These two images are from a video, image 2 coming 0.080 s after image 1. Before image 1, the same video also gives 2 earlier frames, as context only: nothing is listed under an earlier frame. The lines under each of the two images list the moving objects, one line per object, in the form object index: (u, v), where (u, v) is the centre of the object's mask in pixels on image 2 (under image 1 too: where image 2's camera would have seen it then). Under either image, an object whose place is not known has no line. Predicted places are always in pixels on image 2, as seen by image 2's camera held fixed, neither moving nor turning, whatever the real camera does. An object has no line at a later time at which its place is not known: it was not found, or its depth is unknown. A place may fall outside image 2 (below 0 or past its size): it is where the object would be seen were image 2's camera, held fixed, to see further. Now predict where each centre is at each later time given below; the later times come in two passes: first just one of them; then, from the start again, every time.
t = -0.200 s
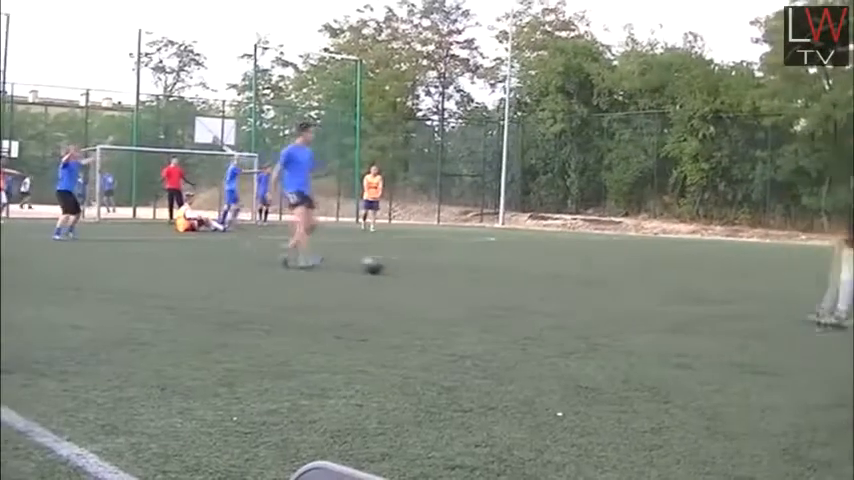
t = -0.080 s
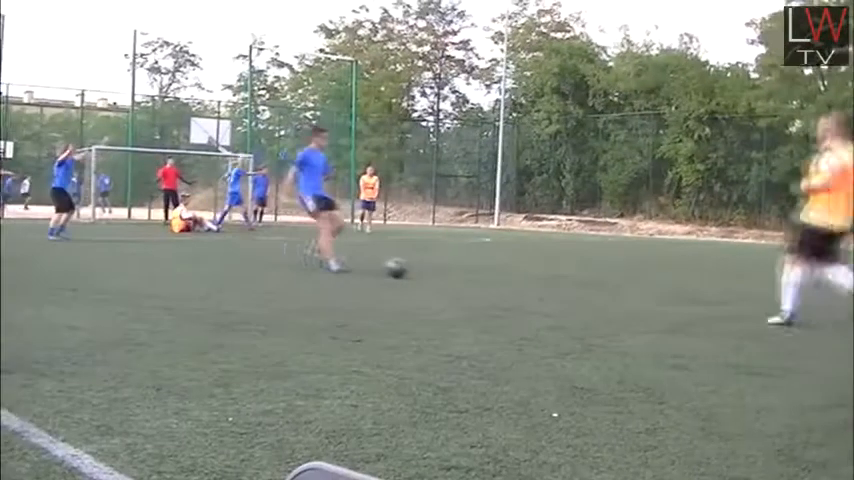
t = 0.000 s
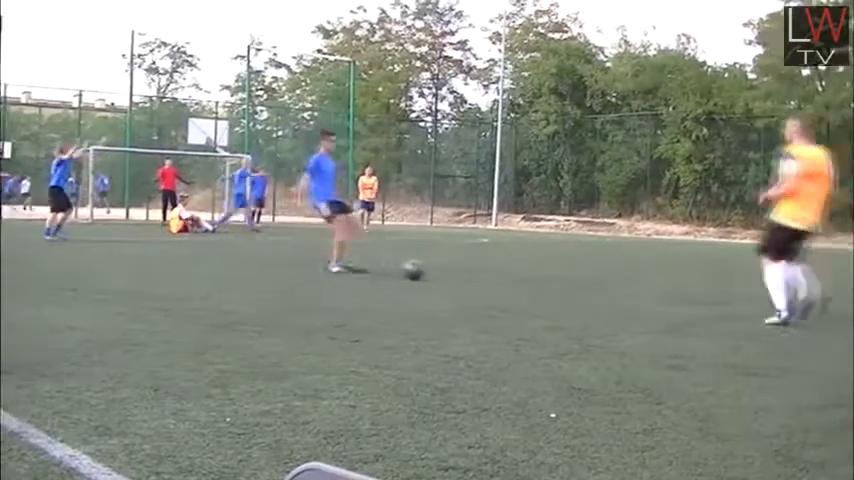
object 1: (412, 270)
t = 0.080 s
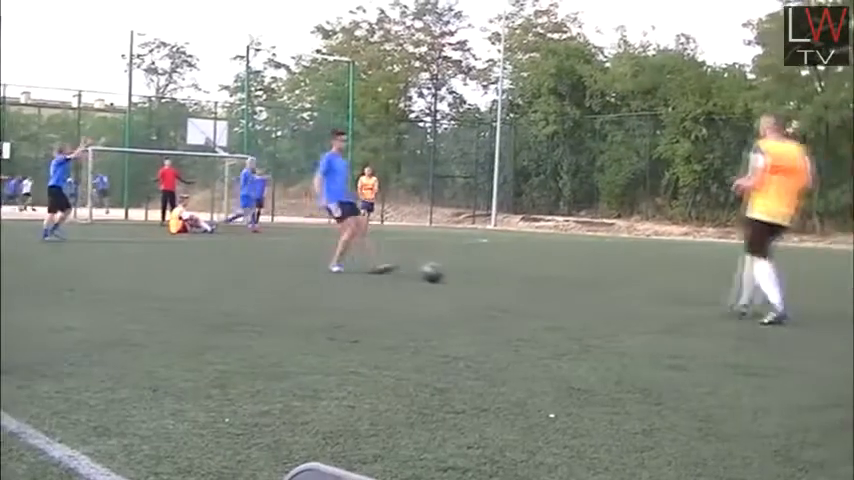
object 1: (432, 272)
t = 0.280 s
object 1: (480, 277)
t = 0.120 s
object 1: (440, 272)
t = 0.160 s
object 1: (451, 274)
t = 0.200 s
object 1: (459, 275)
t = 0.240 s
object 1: (470, 275)
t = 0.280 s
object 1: (480, 277)
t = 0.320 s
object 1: (490, 278)
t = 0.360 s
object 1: (501, 279)
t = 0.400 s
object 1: (510, 279)
